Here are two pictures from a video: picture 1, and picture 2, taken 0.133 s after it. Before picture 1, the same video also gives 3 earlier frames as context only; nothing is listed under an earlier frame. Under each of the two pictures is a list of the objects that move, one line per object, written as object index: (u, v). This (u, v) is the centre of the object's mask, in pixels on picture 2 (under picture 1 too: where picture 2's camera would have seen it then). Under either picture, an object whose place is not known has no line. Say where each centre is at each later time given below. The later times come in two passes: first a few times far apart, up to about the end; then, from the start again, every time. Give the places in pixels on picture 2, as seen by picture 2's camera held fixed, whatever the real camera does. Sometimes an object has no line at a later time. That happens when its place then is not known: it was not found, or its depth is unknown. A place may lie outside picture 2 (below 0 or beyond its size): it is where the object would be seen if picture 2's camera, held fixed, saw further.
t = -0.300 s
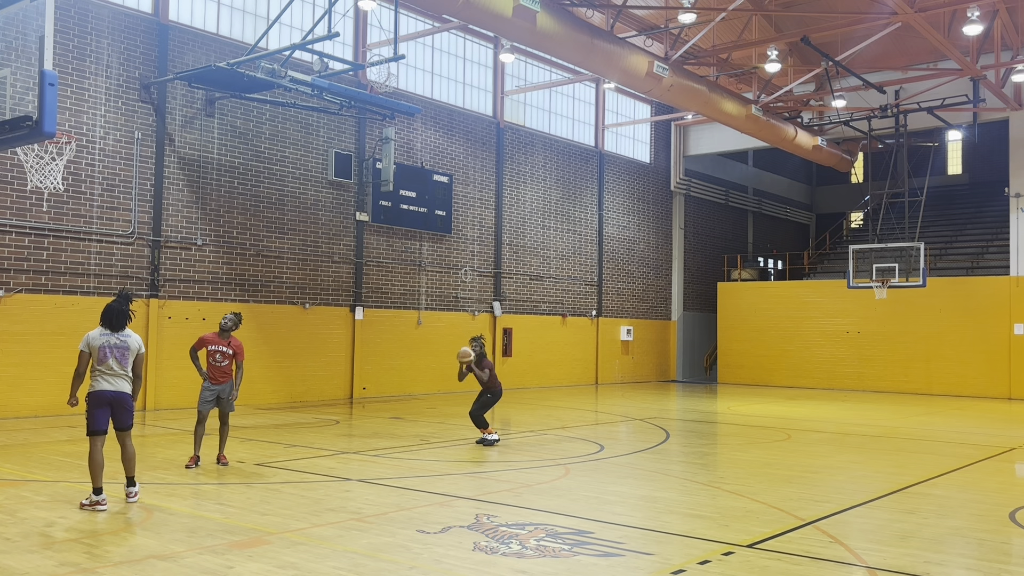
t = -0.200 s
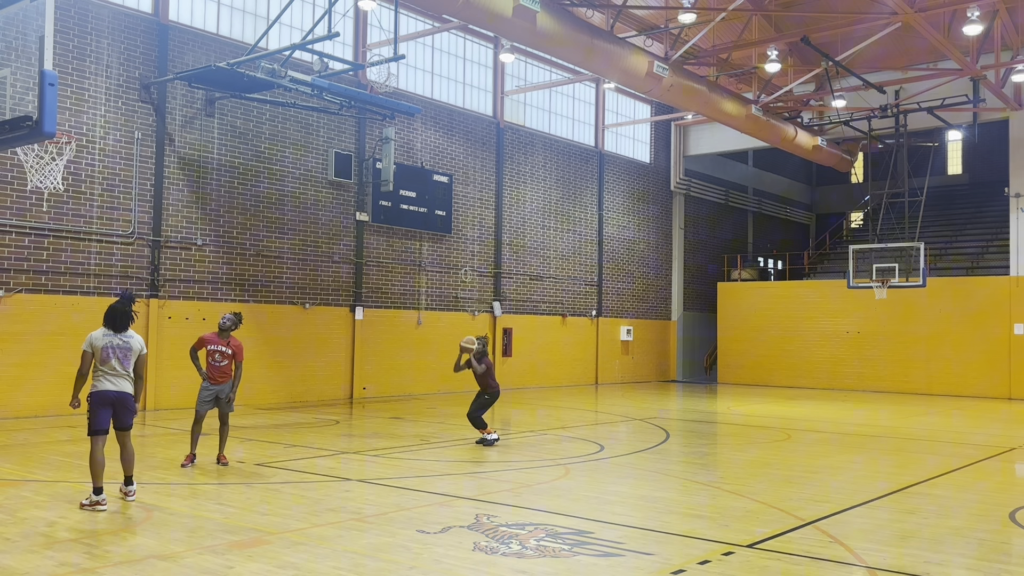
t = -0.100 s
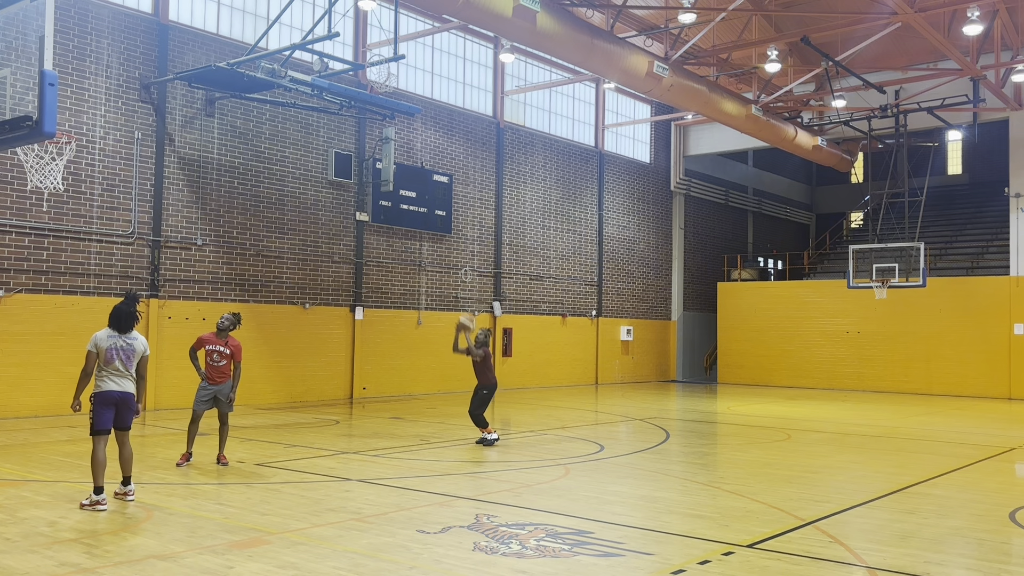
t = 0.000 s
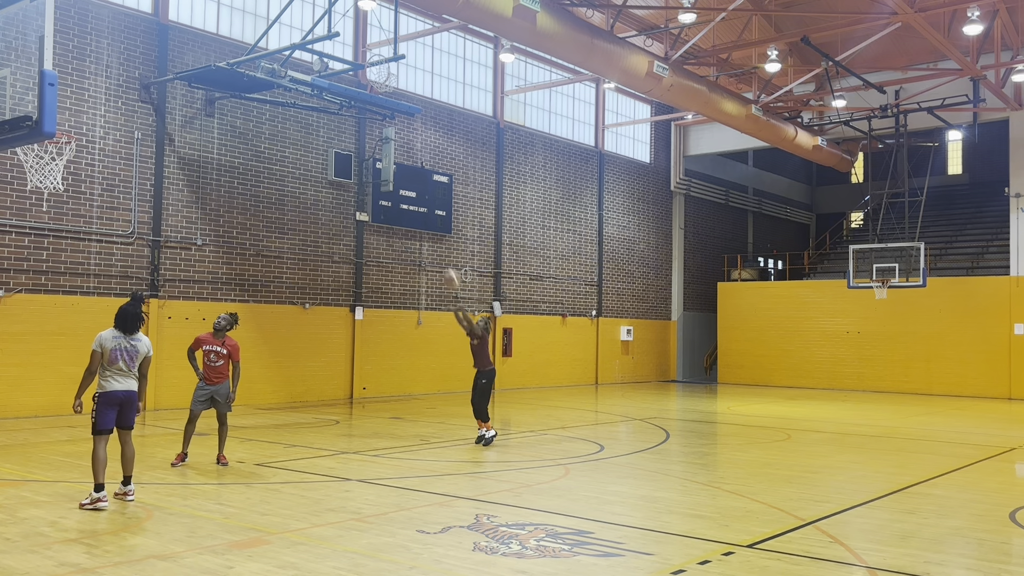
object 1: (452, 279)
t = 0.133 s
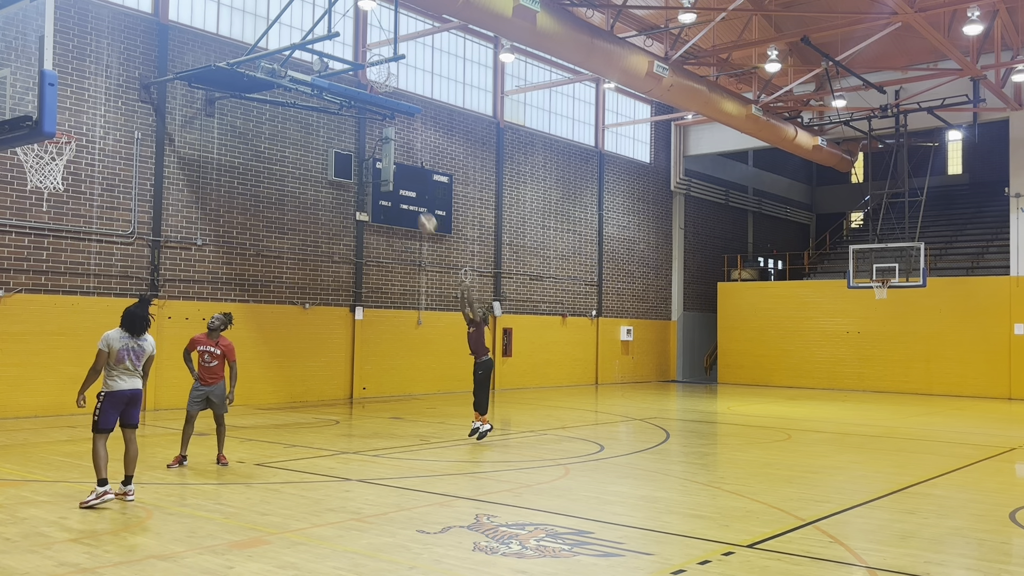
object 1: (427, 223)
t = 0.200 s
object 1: (415, 198)
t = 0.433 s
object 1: (363, 134)
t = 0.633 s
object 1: (311, 107)
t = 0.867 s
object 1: (238, 122)
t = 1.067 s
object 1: (162, 188)
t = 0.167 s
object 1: (421, 211)
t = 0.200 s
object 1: (415, 198)
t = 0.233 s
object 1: (407, 188)
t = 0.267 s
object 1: (401, 177)
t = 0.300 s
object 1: (393, 167)
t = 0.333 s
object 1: (386, 158)
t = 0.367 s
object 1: (379, 148)
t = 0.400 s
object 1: (370, 140)
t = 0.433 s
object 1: (363, 134)
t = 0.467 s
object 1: (355, 127)
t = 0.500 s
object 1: (347, 121)
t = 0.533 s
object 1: (338, 116)
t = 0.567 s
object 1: (329, 112)
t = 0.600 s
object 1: (320, 109)
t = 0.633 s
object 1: (311, 107)
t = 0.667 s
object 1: (301, 105)
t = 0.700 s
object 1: (292, 105)
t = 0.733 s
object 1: (283, 106)
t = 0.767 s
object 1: (271, 108)
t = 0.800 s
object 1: (260, 111)
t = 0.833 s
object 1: (250, 116)
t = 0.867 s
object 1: (238, 122)
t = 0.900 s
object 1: (227, 129)
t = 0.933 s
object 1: (215, 137)
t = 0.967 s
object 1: (202, 148)
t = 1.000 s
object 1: (189, 160)
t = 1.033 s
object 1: (176, 172)
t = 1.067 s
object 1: (162, 188)
